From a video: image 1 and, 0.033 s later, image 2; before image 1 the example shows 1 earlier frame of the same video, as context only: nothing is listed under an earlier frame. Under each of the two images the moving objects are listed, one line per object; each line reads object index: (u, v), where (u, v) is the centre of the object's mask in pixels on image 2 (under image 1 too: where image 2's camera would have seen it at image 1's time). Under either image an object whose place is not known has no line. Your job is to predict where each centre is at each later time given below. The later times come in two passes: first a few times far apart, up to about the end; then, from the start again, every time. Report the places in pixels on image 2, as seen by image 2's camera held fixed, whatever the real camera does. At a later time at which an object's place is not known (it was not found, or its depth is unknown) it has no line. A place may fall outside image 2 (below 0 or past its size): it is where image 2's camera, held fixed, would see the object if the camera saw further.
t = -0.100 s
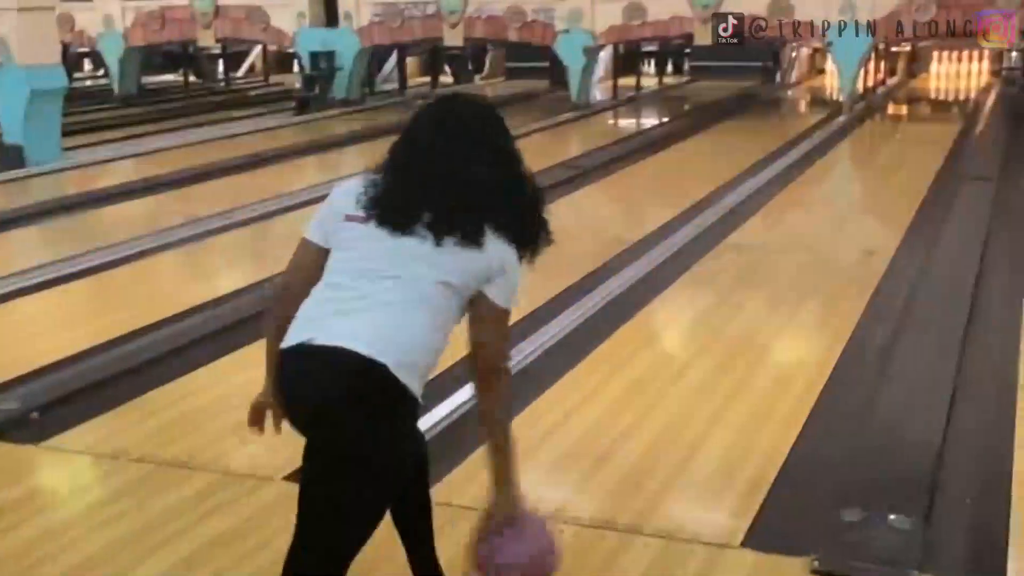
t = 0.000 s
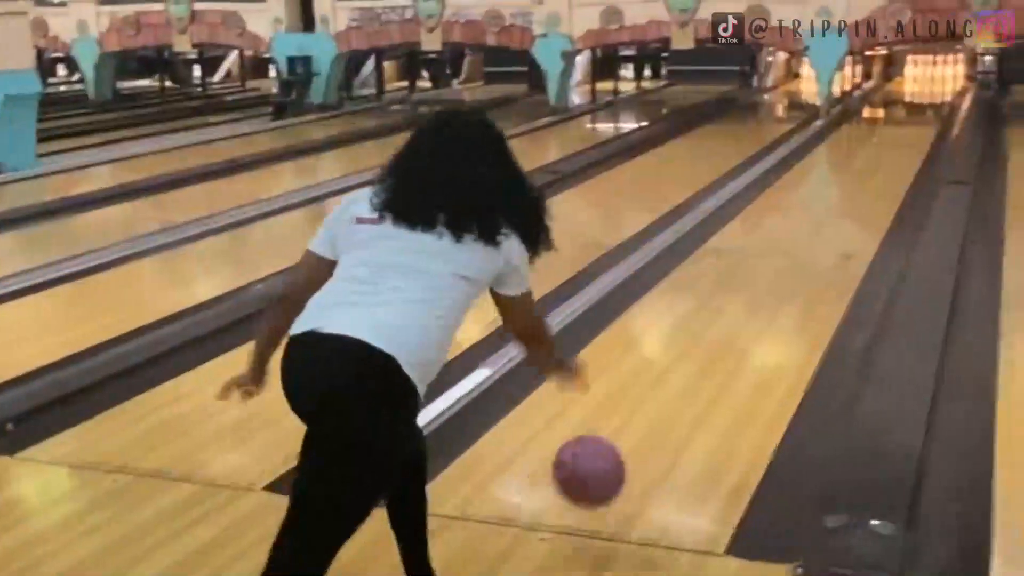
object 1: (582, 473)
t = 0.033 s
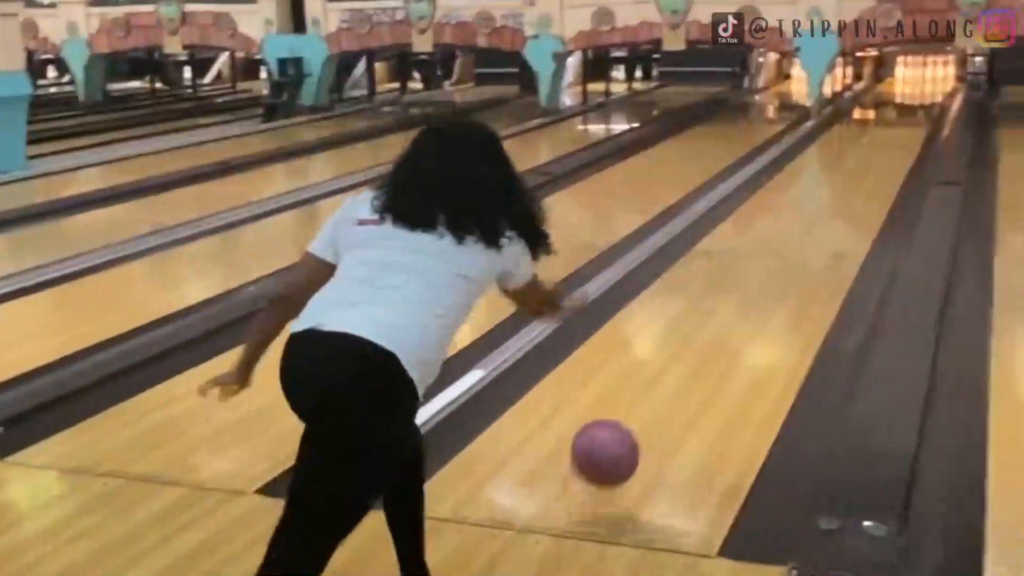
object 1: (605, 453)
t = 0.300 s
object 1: (719, 326)
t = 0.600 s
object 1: (780, 237)
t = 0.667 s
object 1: (789, 223)
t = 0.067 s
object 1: (625, 438)
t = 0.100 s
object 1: (643, 428)
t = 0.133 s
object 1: (659, 414)
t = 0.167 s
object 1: (673, 392)
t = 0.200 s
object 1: (687, 374)
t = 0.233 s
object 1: (699, 356)
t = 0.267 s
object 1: (710, 340)
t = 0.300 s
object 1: (719, 326)
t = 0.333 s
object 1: (728, 313)
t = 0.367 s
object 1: (737, 301)
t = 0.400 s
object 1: (744, 289)
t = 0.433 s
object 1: (752, 278)
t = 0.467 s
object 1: (758, 269)
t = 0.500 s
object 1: (764, 260)
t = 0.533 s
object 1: (770, 251)
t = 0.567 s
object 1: (775, 244)
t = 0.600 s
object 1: (780, 237)
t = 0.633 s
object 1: (785, 230)
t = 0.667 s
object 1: (789, 223)
